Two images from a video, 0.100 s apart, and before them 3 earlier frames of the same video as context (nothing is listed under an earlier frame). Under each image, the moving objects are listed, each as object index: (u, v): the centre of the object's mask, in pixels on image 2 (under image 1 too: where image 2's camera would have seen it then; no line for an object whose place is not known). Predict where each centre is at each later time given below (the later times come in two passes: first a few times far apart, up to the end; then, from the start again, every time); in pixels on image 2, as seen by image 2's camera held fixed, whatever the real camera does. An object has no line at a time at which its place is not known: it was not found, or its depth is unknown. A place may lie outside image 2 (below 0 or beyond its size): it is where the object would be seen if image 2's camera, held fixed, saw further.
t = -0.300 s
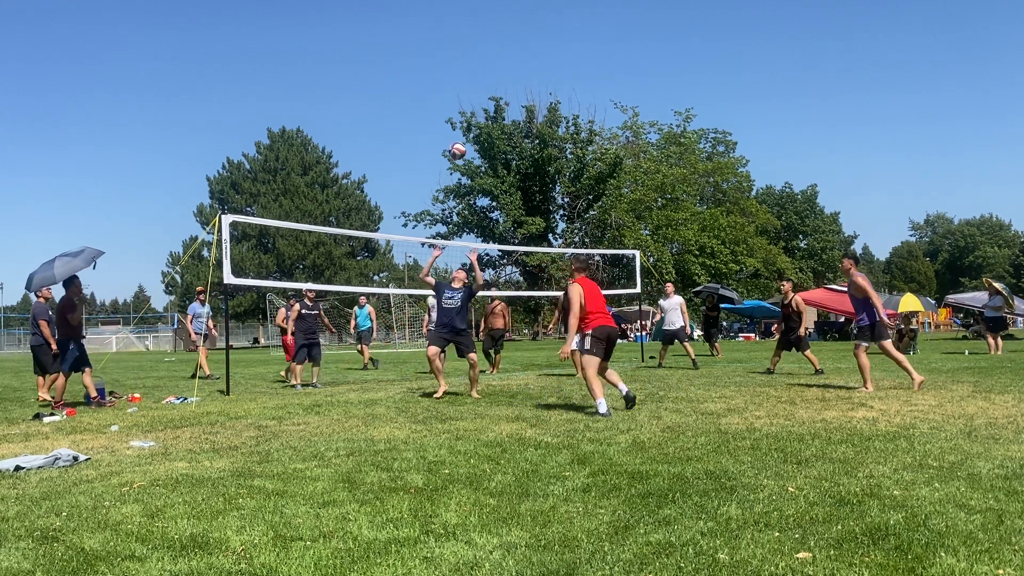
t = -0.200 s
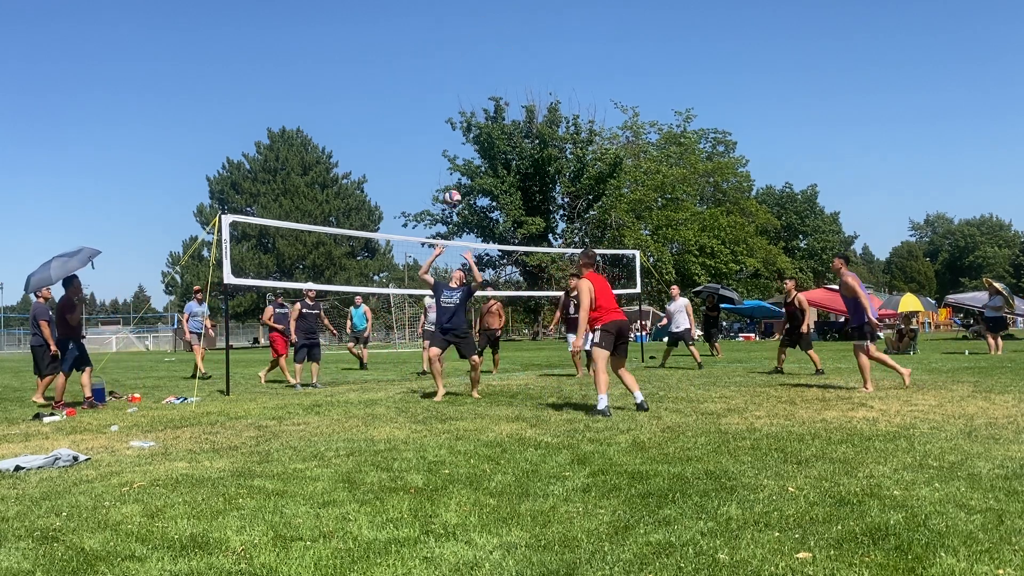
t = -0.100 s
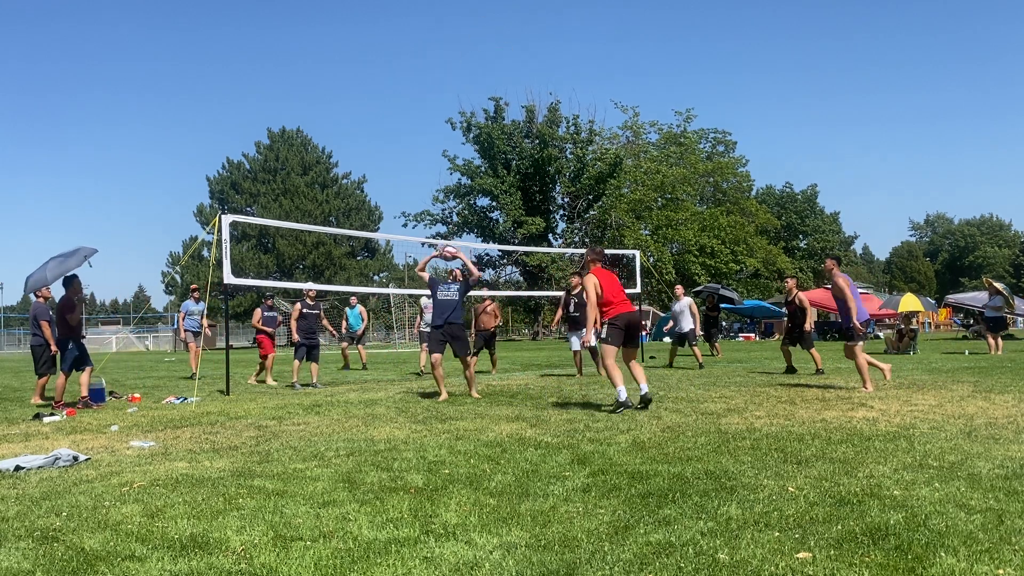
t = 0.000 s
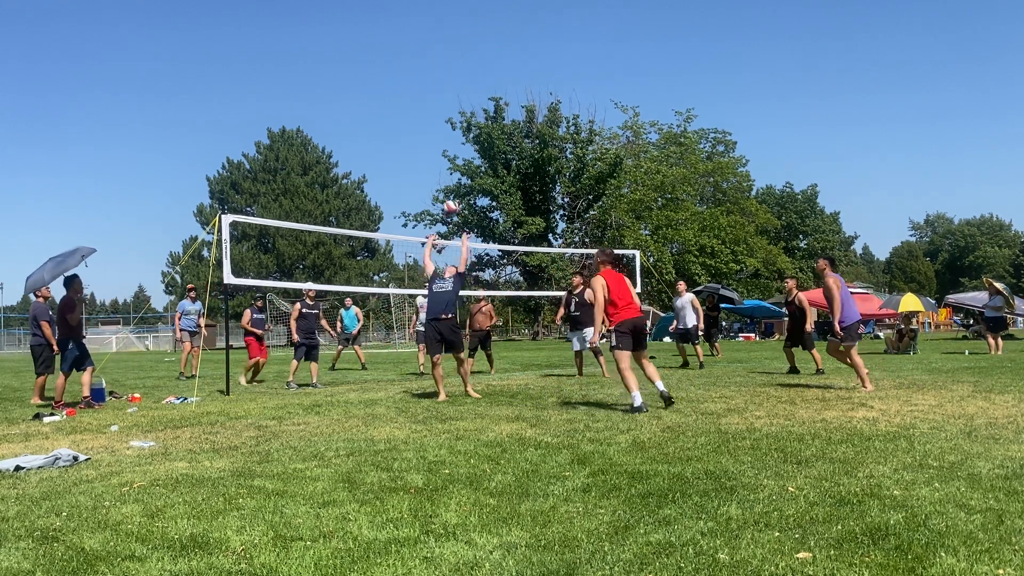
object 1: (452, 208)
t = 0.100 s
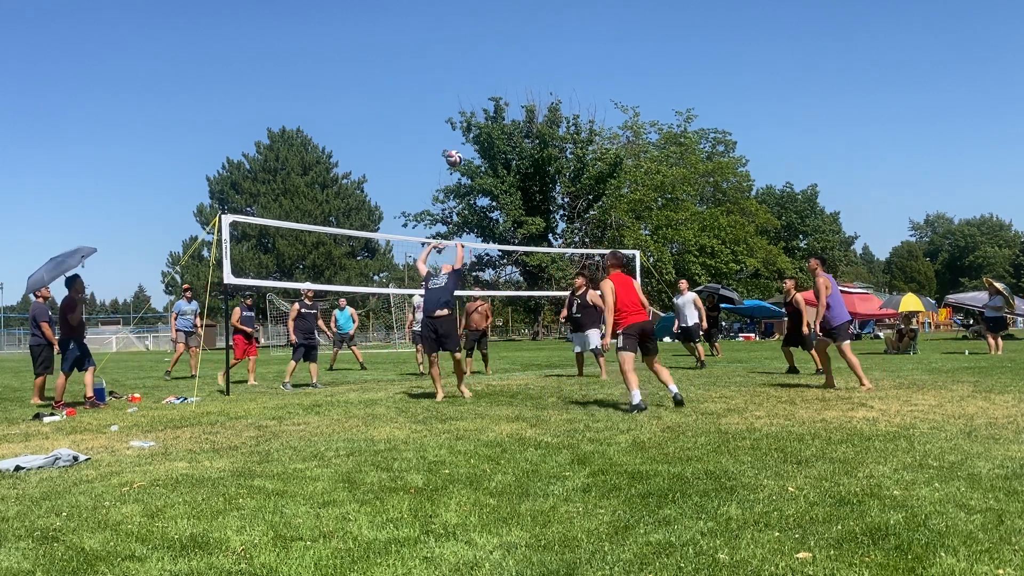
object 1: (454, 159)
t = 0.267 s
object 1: (460, 99)
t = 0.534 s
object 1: (470, 55)
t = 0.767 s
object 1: (479, 60)
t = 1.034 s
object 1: (490, 108)
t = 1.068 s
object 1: (491, 116)
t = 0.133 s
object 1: (455, 145)
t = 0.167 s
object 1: (456, 132)
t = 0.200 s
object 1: (457, 120)
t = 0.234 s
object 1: (459, 109)
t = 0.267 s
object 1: (460, 99)
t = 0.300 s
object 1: (461, 90)
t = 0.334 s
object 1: (463, 82)
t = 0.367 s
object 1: (464, 75)
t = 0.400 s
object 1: (465, 69)
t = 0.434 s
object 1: (466, 64)
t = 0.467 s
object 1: (468, 60)
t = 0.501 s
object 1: (469, 57)
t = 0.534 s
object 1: (470, 55)
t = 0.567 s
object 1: (472, 53)
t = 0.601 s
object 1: (473, 52)
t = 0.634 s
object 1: (474, 52)
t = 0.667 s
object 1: (475, 53)
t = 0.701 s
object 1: (477, 55)
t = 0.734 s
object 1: (478, 57)
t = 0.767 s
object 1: (479, 60)
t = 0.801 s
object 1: (481, 63)
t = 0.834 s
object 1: (482, 68)
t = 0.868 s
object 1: (483, 73)
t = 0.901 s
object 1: (484, 79)
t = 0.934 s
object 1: (486, 85)
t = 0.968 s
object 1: (487, 92)
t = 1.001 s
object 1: (488, 99)
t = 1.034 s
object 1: (490, 108)
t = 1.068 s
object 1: (491, 116)
